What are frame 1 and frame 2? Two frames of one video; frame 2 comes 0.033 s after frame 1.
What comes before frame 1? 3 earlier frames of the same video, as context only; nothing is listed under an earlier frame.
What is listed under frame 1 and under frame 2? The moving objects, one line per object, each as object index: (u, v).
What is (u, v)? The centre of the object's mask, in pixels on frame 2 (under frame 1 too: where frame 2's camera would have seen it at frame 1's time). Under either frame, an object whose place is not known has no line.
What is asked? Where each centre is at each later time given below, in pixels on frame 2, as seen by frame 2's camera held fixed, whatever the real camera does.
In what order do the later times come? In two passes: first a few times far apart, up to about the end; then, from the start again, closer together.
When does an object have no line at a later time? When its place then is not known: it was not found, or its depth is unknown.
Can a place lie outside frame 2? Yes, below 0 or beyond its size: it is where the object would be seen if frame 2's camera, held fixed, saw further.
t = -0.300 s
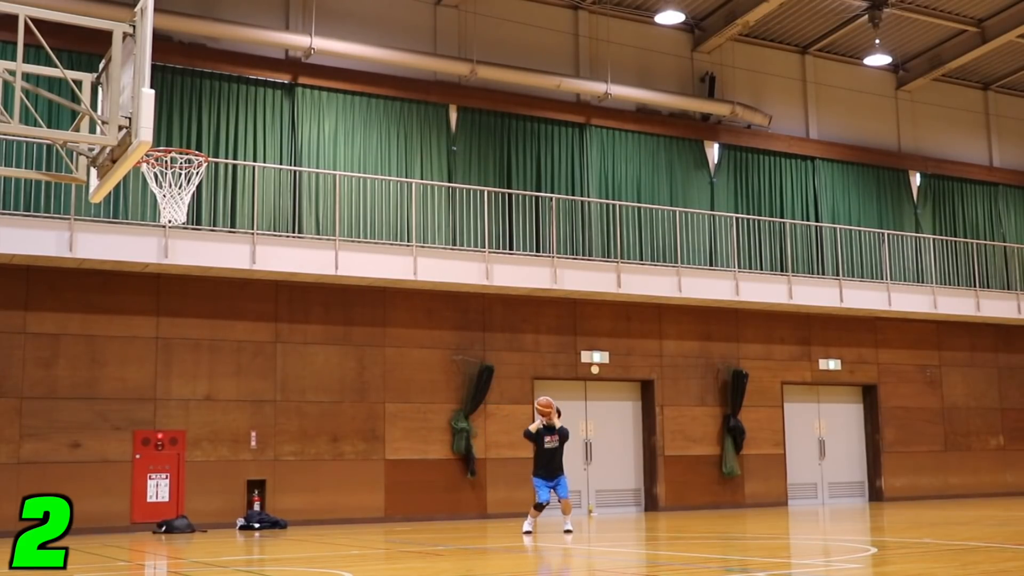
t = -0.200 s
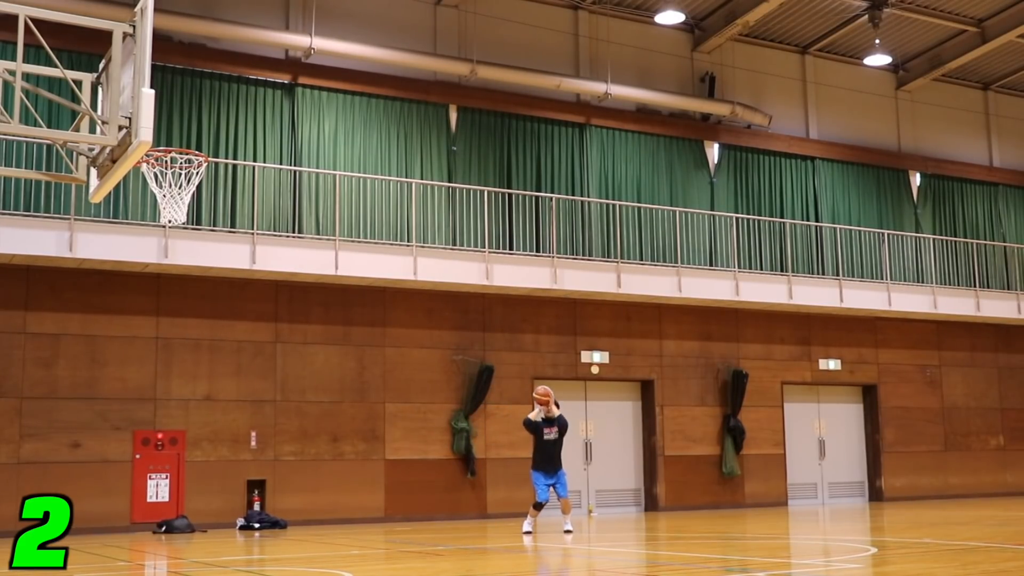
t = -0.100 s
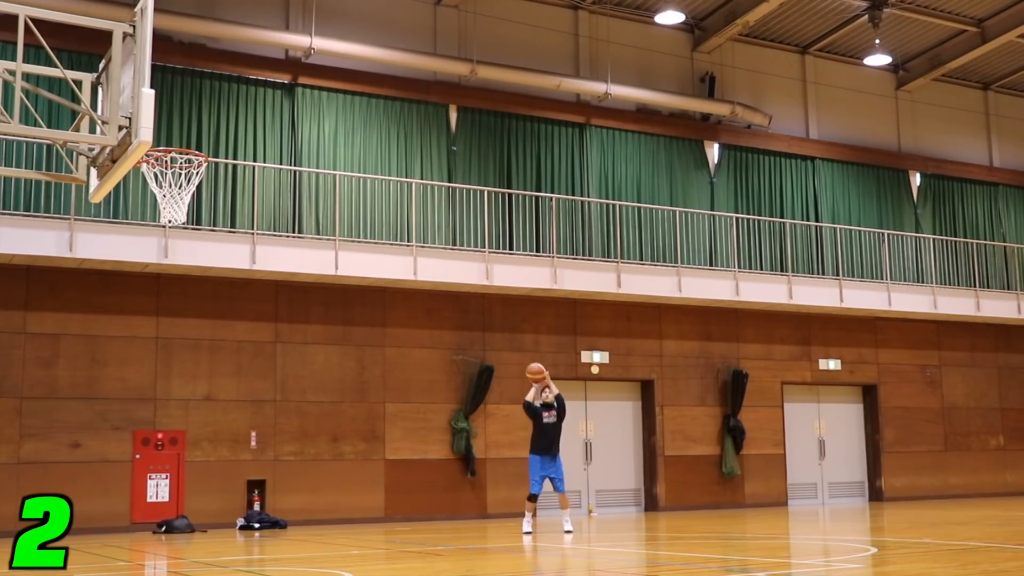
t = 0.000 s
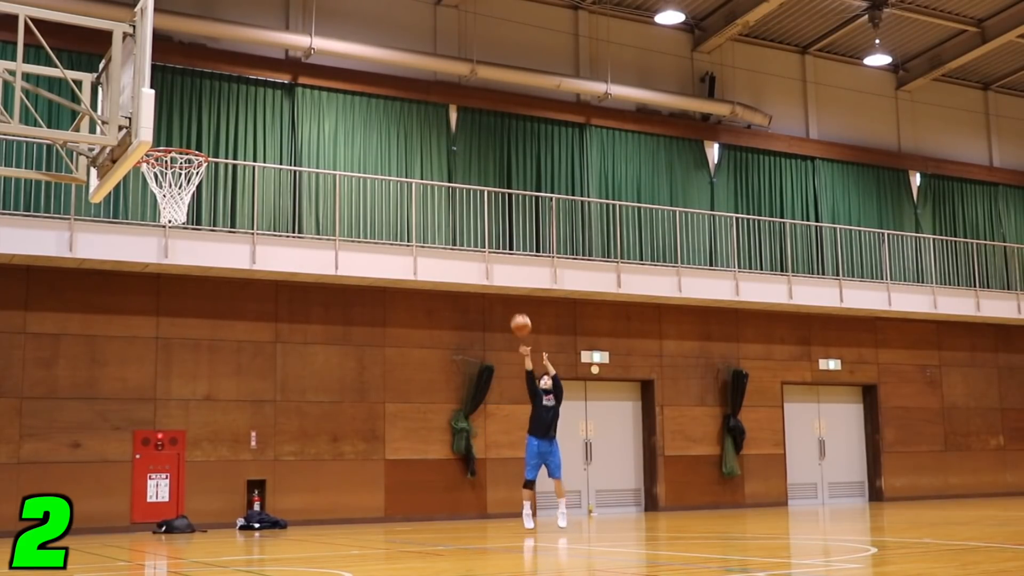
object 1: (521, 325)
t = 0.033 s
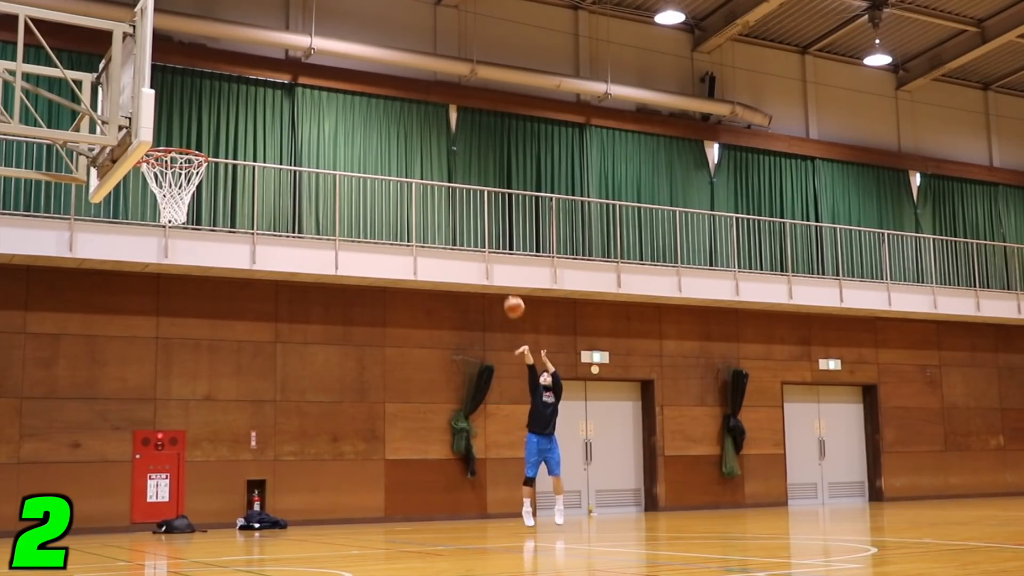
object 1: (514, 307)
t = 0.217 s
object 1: (474, 216)
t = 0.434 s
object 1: (423, 134)
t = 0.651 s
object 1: (365, 84)
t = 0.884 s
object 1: (291, 75)
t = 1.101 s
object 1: (207, 124)
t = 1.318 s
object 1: (166, 238)
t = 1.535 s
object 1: (168, 408)
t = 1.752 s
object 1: (259, 420)
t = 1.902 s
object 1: (311, 477)
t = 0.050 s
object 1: (510, 297)
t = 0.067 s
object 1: (507, 290)
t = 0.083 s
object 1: (503, 281)
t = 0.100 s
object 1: (499, 271)
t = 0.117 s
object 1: (496, 263)
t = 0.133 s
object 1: (493, 255)
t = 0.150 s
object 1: (489, 246)
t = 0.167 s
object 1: (486, 239)
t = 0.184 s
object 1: (482, 231)
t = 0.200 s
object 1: (478, 223)
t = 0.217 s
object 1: (474, 216)
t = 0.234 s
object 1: (470, 209)
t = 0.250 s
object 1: (466, 201)
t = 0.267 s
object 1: (463, 195)
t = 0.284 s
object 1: (459, 187)
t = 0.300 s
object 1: (455, 180)
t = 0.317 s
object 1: (451, 174)
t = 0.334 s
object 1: (447, 168)
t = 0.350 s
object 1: (444, 162)
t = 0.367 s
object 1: (439, 157)
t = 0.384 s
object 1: (435, 150)
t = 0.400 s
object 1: (431, 145)
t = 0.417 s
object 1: (427, 140)
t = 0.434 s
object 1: (423, 134)
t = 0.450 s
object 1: (419, 129)
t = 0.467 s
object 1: (415, 125)
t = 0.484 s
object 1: (410, 119)
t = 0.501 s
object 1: (406, 115)
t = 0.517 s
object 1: (402, 111)
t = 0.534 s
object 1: (397, 107)
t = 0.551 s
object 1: (393, 103)
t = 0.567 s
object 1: (388, 99)
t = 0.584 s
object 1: (383, 96)
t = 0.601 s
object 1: (379, 93)
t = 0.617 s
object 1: (374, 89)
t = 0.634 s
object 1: (369, 86)
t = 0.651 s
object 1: (365, 84)
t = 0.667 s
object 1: (360, 82)
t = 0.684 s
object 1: (355, 80)
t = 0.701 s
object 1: (350, 78)
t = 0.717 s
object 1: (345, 76)
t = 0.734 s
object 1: (340, 75)
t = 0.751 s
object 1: (335, 74)
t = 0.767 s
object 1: (330, 72)
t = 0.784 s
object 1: (324, 72)
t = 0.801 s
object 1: (319, 72)
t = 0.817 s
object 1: (314, 72)
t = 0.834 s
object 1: (308, 73)
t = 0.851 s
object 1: (303, 73)
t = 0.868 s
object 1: (297, 74)
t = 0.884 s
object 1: (291, 75)
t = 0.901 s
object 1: (286, 77)
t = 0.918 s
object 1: (280, 79)
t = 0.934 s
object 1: (274, 81)
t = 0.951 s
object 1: (268, 84)
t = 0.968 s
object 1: (262, 87)
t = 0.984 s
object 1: (255, 90)
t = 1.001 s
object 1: (249, 94)
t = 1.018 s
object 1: (242, 98)
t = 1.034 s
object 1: (235, 102)
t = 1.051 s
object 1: (229, 107)
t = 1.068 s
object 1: (222, 112)
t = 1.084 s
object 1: (214, 118)
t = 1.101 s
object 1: (207, 124)
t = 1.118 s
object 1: (200, 130)
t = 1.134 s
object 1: (193, 136)
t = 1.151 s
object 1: (186, 139)
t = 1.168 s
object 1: (179, 143)
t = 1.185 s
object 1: (169, 162)
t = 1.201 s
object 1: (165, 170)
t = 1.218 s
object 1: (163, 179)
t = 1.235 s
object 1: (165, 192)
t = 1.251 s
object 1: (164, 201)
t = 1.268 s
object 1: (165, 211)
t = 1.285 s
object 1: (165, 219)
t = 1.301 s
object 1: (165, 229)
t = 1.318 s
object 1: (166, 238)
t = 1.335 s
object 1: (166, 248)
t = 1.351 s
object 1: (166, 262)
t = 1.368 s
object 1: (167, 274)
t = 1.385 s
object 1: (166, 284)
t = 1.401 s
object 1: (167, 296)
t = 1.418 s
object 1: (168, 307)
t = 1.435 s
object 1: (167, 321)
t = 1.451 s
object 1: (167, 335)
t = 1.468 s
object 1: (167, 349)
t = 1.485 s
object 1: (167, 361)
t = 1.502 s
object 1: (168, 375)
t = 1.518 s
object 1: (169, 393)
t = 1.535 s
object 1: (168, 408)
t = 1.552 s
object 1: (169, 423)
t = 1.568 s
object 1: (169, 440)
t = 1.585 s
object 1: (169, 454)
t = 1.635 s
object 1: (193, 439)
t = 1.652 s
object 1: (204, 398)
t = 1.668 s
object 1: (214, 370)
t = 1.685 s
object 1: (224, 357)
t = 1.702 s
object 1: (233, 355)
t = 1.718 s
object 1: (242, 366)
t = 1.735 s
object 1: (250, 387)
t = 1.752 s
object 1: (259, 420)
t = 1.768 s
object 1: (266, 464)
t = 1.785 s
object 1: (273, 518)
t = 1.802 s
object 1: (279, 527)
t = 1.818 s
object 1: (285, 491)
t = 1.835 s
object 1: (291, 467)
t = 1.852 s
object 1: (297, 454)
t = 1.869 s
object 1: (302, 452)
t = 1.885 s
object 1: (307, 460)
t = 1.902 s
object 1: (311, 477)
